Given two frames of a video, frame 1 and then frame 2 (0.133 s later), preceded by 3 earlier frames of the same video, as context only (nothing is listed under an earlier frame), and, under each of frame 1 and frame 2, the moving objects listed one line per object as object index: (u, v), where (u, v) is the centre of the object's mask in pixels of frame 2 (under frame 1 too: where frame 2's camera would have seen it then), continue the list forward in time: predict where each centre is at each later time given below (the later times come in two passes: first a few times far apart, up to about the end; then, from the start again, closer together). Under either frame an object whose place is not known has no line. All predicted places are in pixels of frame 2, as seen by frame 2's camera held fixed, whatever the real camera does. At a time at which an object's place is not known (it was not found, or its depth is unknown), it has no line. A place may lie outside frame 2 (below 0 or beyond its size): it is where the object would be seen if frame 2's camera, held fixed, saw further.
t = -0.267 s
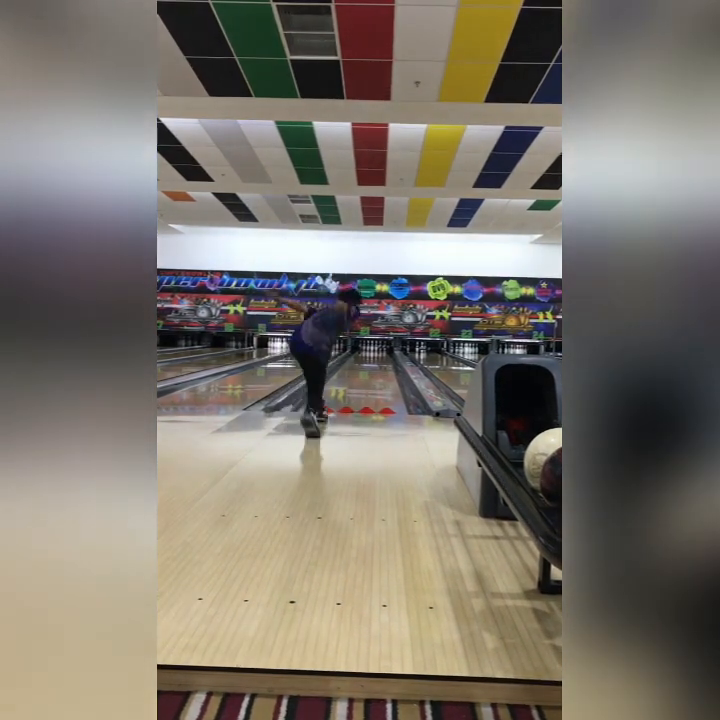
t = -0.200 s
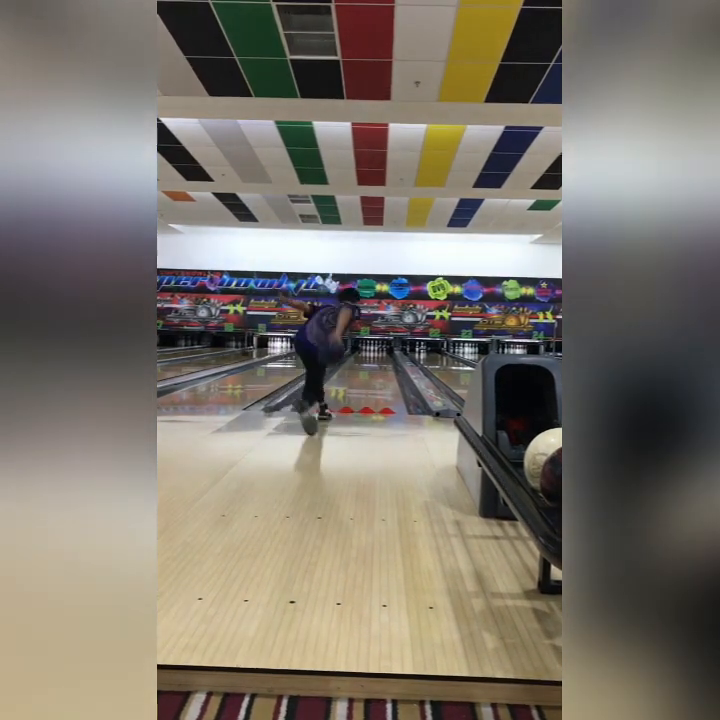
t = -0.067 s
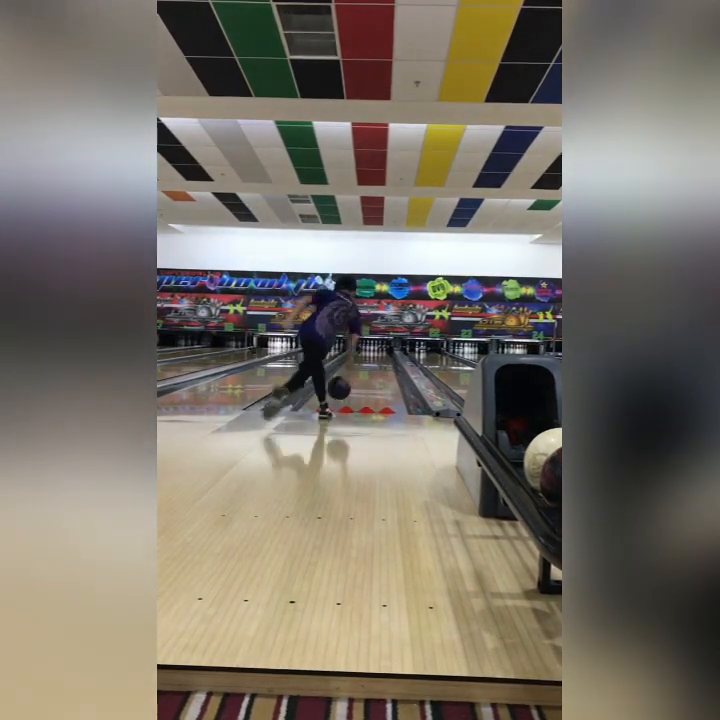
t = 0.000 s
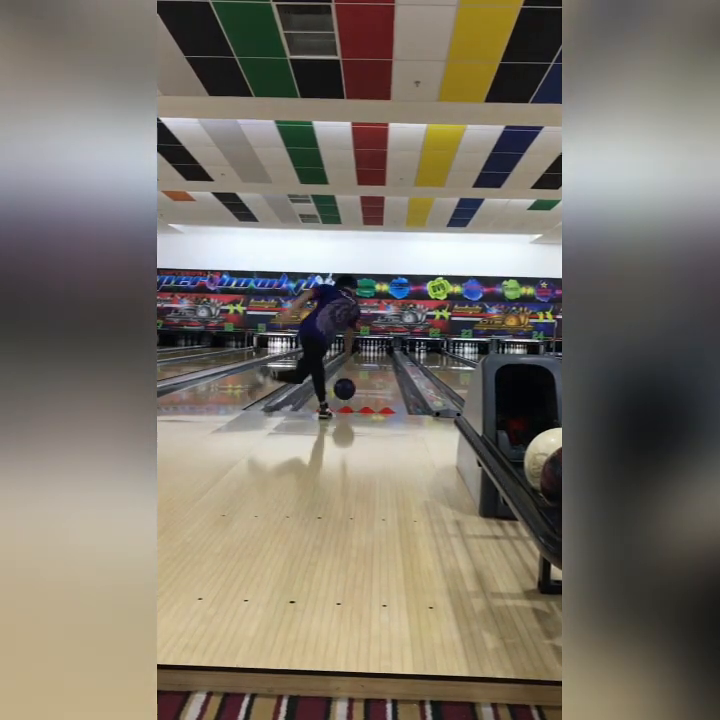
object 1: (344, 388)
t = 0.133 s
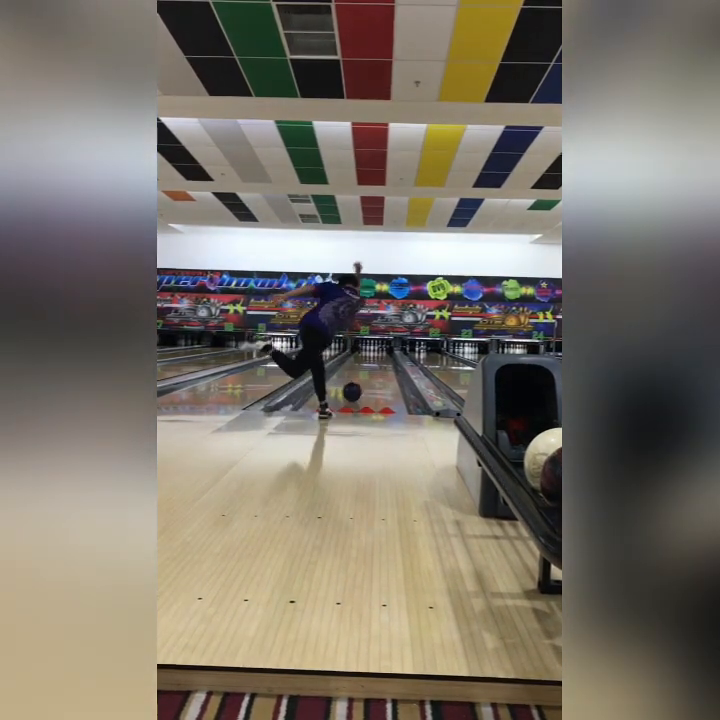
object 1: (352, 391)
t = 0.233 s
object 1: (356, 386)
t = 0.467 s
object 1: (364, 377)
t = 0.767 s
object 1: (371, 368)
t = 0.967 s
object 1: (374, 365)
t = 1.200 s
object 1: (377, 361)
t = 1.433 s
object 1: (378, 359)
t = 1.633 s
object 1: (381, 356)
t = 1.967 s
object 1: (381, 352)
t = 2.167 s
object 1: (381, 351)
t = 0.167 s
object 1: (353, 389)
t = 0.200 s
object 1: (355, 388)
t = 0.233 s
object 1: (356, 386)
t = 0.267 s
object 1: (358, 385)
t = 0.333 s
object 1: (360, 382)
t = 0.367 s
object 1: (361, 380)
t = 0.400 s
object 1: (362, 379)
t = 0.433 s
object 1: (363, 378)
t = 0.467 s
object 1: (364, 377)
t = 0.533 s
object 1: (366, 375)
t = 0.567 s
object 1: (367, 374)
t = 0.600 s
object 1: (368, 373)
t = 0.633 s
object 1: (369, 372)
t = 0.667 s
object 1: (369, 371)
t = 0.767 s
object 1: (371, 368)
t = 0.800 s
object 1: (372, 368)
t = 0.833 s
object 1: (372, 367)
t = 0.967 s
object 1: (374, 365)
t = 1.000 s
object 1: (375, 364)
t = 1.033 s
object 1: (375, 364)
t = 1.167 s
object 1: (377, 361)
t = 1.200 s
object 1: (377, 361)
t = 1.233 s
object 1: (377, 361)
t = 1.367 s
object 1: (378, 359)
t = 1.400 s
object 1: (378, 359)
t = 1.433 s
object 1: (378, 359)
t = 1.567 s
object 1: (380, 357)
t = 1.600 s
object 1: (380, 357)
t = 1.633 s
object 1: (381, 356)
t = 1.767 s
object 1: (381, 354)
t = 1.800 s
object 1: (381, 354)
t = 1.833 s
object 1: (381, 354)
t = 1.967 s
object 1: (381, 352)
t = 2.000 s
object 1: (381, 352)
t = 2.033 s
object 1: (380, 352)
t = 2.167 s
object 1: (381, 351)
